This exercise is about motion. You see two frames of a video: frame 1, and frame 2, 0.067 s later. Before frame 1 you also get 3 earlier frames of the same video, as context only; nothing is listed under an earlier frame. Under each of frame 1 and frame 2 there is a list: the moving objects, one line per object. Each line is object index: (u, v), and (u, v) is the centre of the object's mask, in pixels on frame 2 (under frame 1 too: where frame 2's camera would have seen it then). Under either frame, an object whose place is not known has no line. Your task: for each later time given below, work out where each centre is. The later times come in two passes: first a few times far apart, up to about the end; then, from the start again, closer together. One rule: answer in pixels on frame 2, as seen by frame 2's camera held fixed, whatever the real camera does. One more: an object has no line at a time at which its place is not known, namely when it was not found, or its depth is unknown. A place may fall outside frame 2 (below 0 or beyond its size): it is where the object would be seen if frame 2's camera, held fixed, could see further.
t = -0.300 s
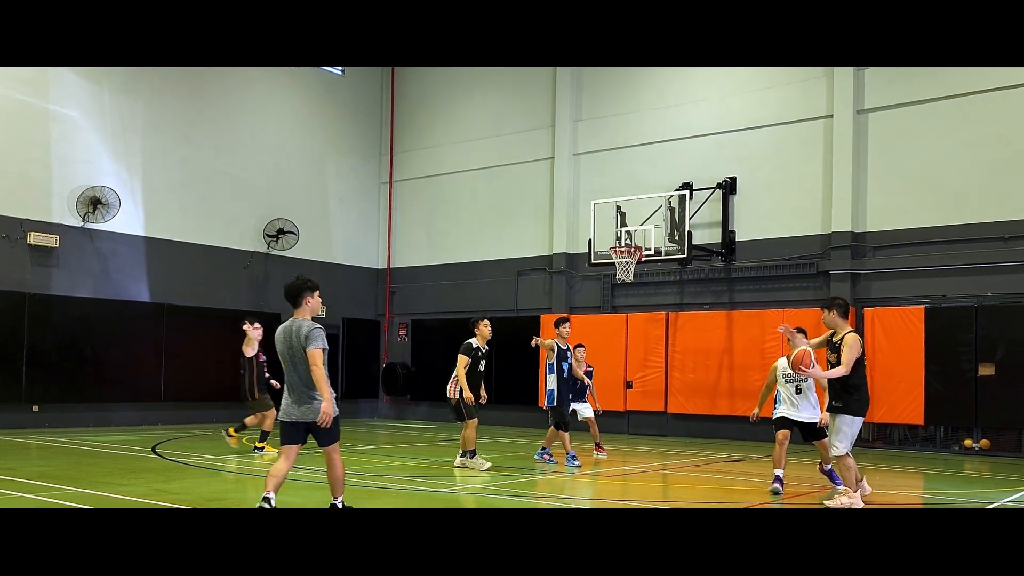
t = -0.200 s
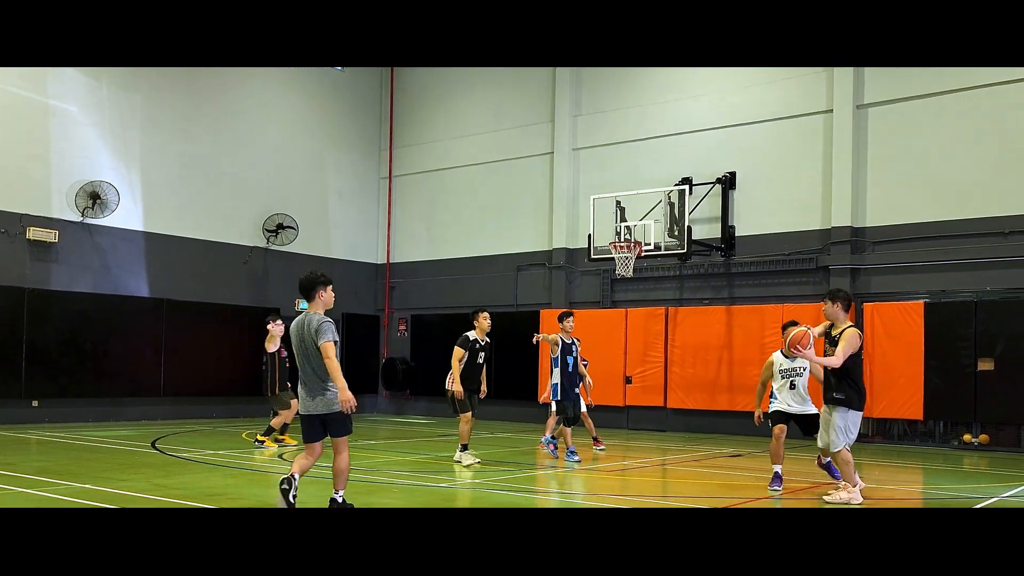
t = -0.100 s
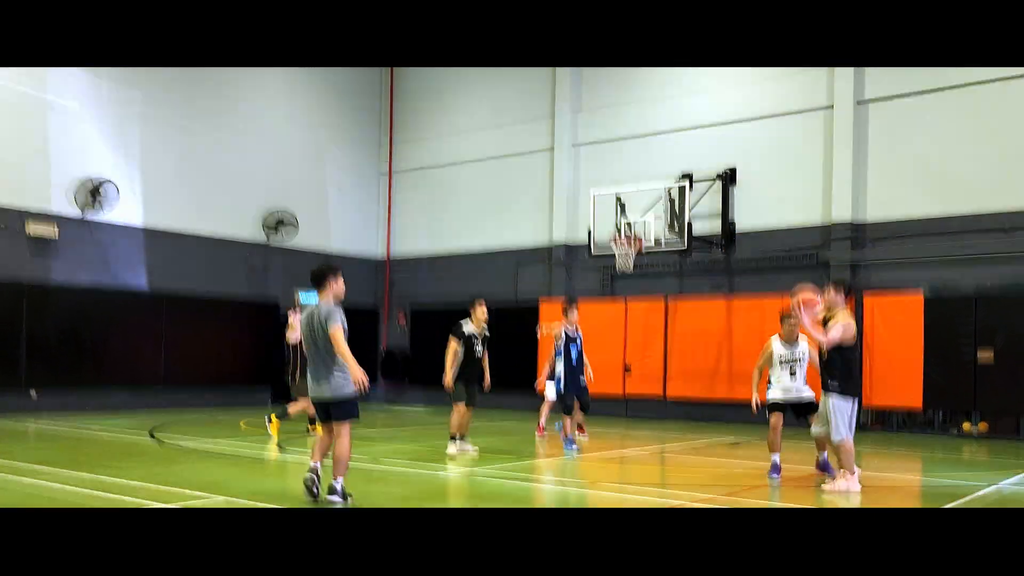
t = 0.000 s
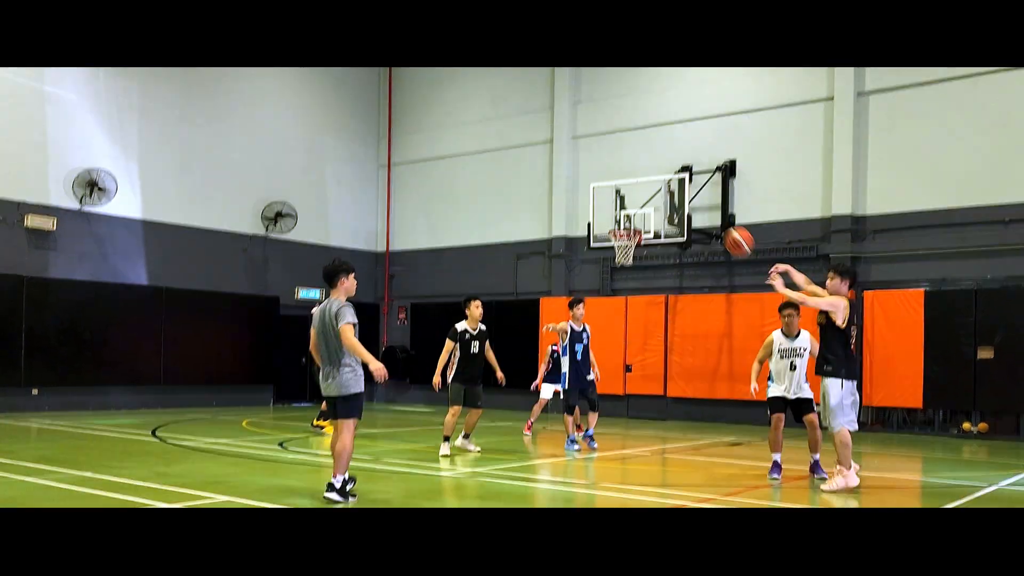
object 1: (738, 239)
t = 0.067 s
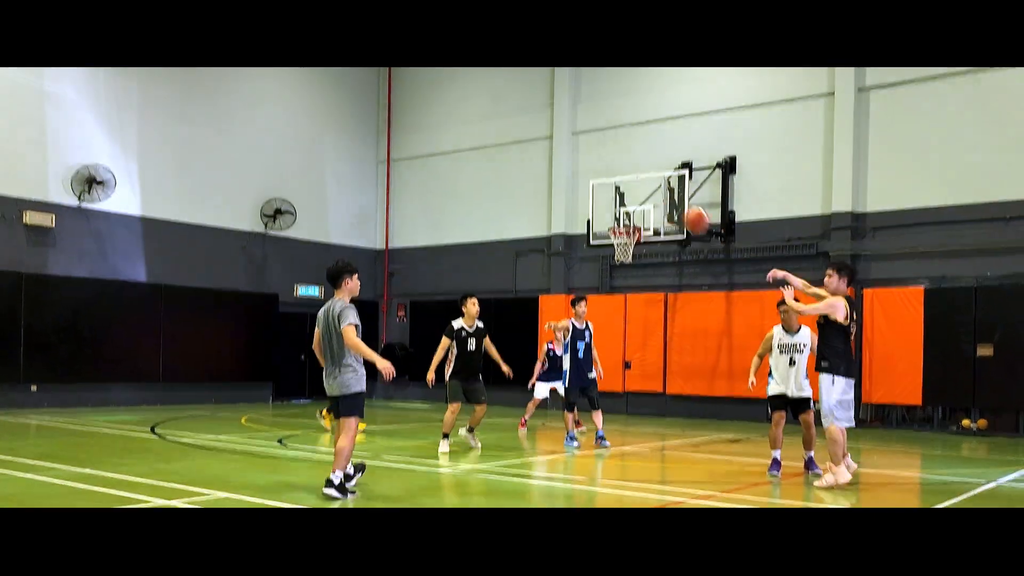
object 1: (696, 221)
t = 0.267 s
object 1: (589, 195)
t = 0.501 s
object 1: (496, 211)
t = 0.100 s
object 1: (677, 213)
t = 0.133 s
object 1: (657, 207)
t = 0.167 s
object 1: (639, 202)
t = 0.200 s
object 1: (621, 198)
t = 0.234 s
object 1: (605, 197)
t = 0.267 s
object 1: (589, 195)
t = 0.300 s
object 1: (574, 195)
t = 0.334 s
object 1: (558, 196)
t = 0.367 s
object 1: (545, 197)
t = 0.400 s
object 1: (533, 200)
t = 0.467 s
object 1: (507, 207)
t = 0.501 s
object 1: (496, 211)
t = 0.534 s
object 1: (485, 217)
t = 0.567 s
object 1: (474, 223)
